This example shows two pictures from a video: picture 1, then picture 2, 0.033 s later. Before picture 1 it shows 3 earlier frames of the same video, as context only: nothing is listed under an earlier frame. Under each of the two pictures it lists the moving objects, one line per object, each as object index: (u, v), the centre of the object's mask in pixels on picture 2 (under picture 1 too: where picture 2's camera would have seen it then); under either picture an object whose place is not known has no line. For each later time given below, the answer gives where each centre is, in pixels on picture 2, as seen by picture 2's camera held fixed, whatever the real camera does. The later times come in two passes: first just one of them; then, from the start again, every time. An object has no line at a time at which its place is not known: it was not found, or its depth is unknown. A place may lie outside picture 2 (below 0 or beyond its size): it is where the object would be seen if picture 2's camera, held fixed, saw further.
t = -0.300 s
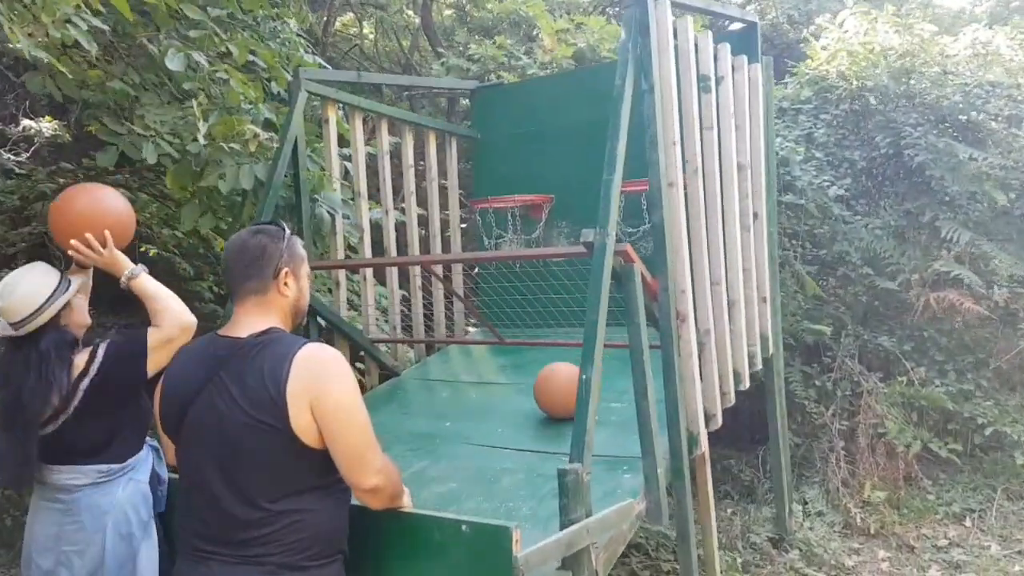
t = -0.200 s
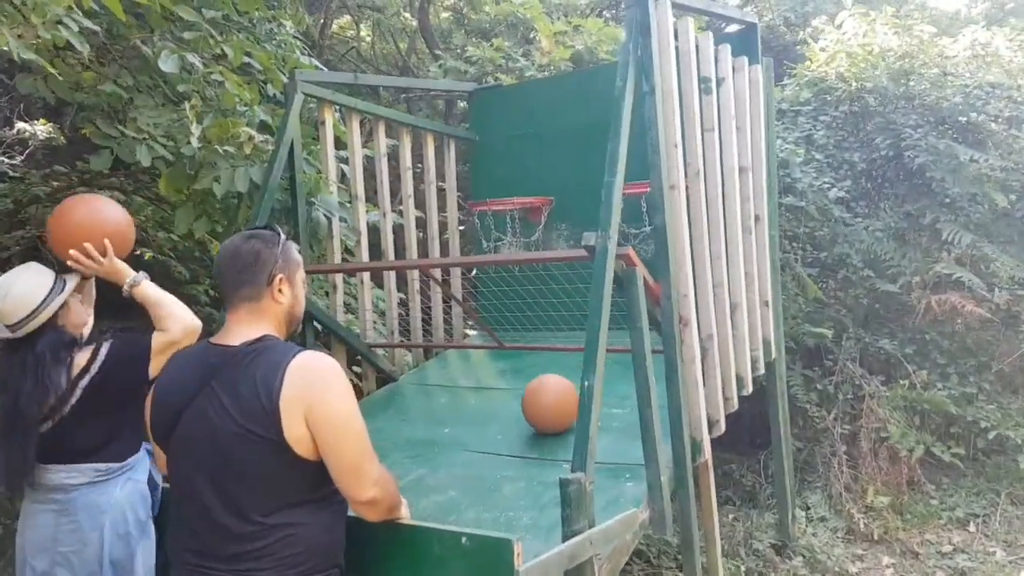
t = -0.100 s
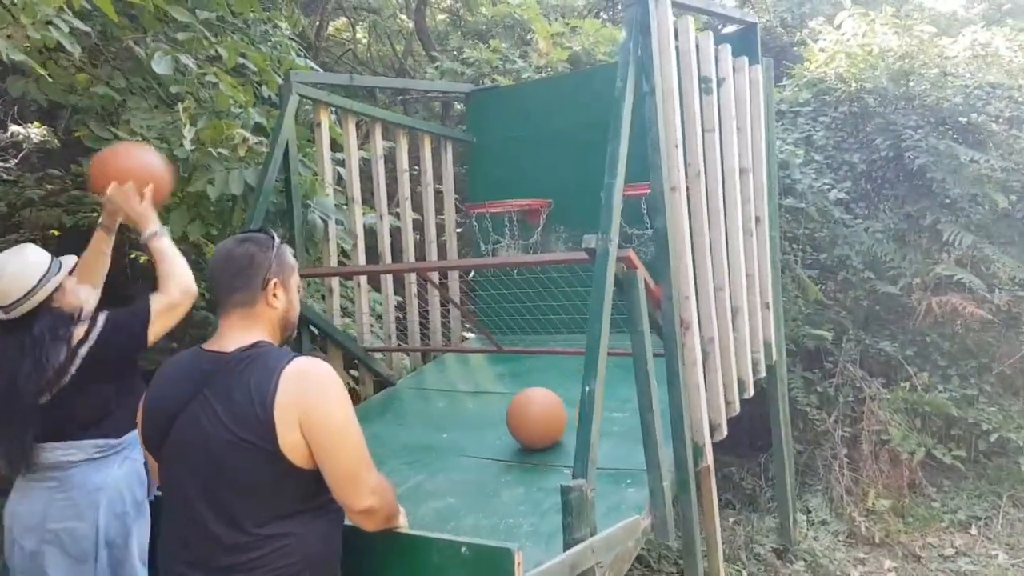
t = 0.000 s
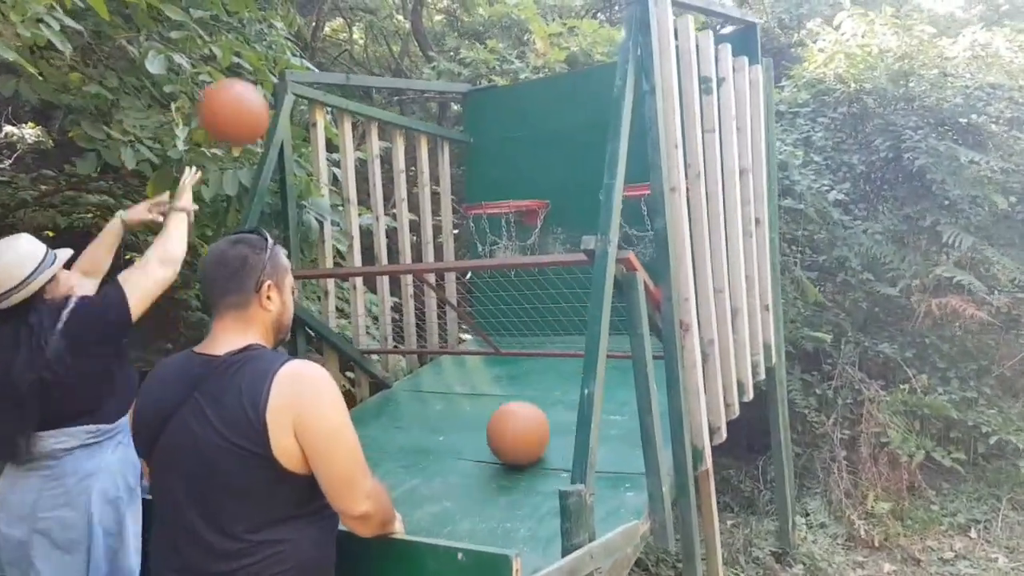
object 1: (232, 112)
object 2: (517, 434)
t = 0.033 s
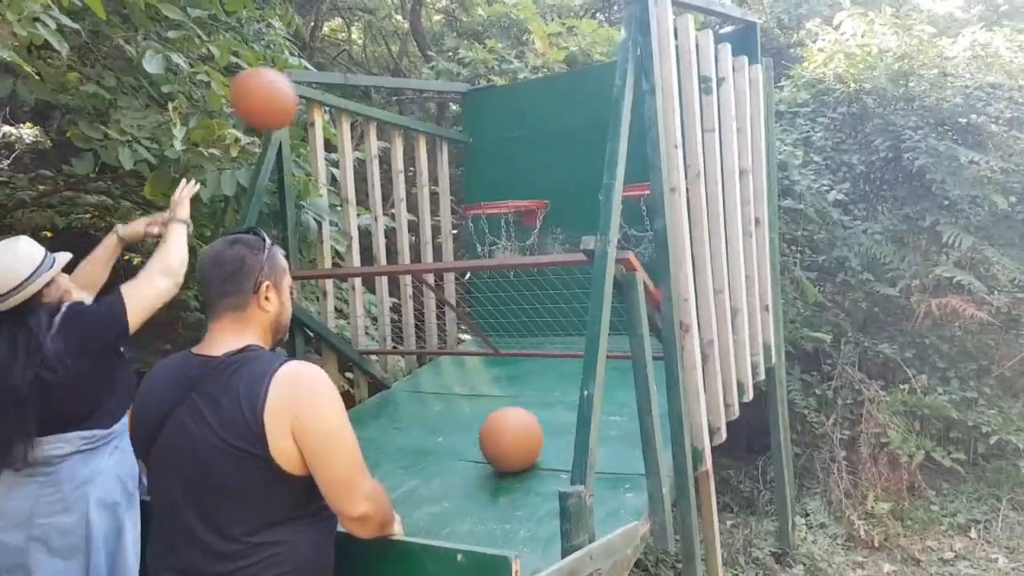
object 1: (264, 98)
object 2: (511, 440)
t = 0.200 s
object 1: (391, 87)
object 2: (475, 465)
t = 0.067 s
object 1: (294, 91)
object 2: (505, 445)
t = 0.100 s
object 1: (321, 85)
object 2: (498, 450)
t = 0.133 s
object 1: (346, 83)
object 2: (490, 454)
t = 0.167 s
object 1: (369, 83)
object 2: (482, 458)
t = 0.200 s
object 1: (391, 87)
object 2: (475, 465)
